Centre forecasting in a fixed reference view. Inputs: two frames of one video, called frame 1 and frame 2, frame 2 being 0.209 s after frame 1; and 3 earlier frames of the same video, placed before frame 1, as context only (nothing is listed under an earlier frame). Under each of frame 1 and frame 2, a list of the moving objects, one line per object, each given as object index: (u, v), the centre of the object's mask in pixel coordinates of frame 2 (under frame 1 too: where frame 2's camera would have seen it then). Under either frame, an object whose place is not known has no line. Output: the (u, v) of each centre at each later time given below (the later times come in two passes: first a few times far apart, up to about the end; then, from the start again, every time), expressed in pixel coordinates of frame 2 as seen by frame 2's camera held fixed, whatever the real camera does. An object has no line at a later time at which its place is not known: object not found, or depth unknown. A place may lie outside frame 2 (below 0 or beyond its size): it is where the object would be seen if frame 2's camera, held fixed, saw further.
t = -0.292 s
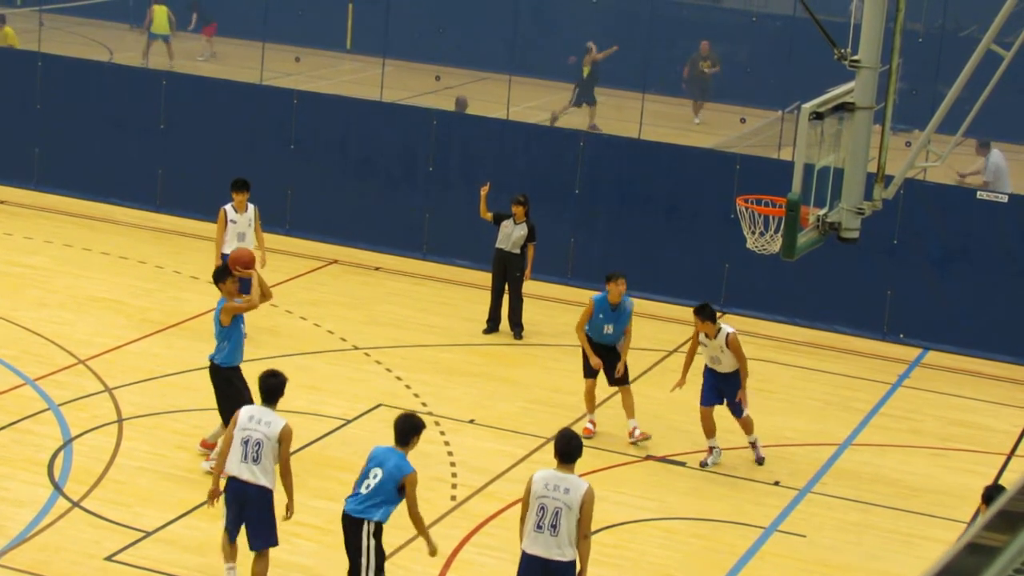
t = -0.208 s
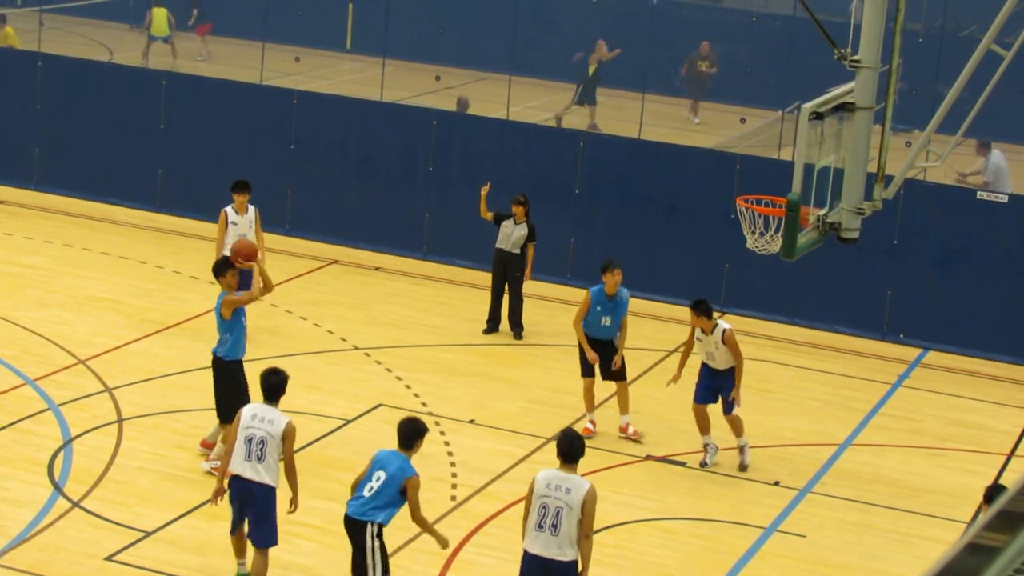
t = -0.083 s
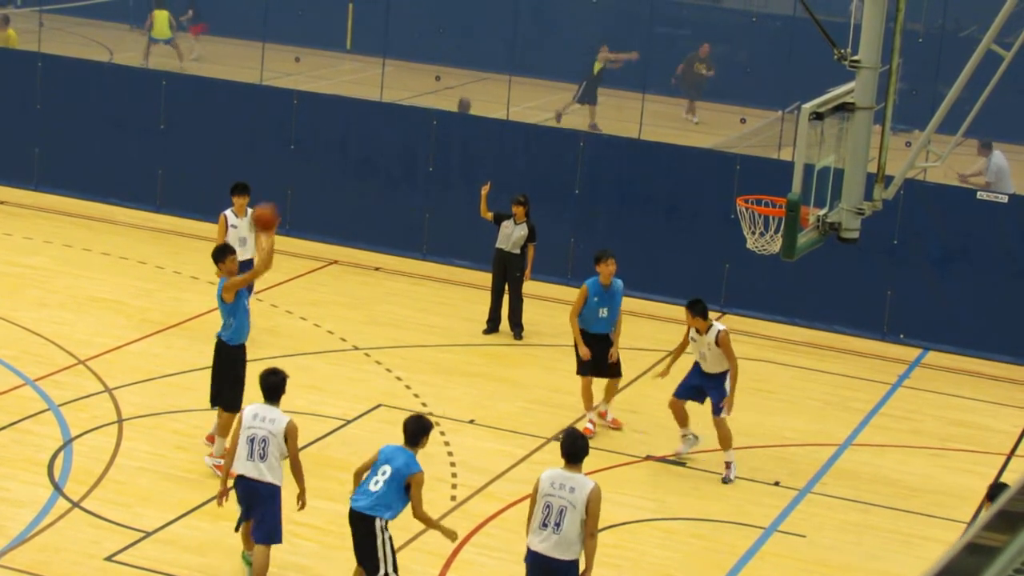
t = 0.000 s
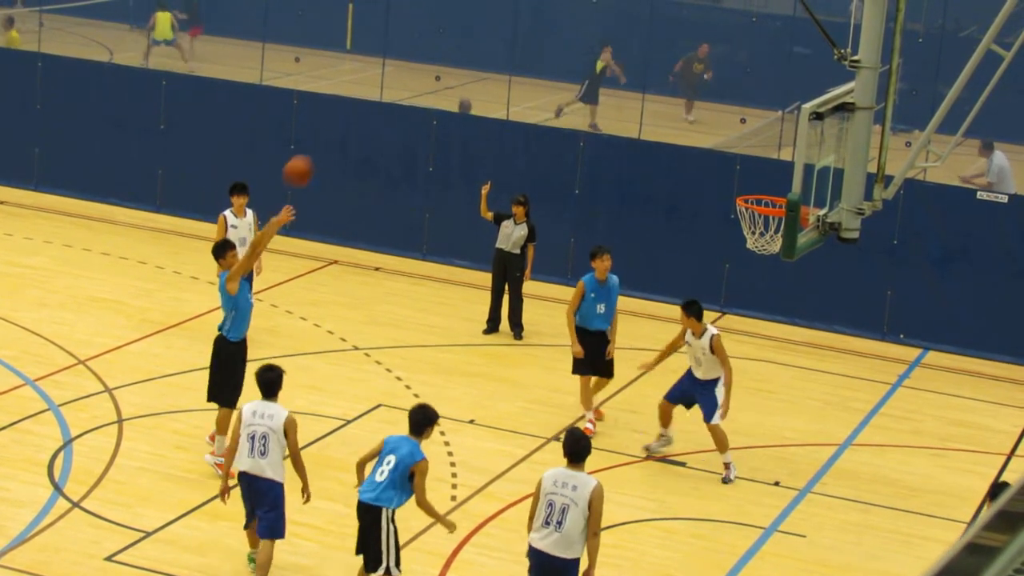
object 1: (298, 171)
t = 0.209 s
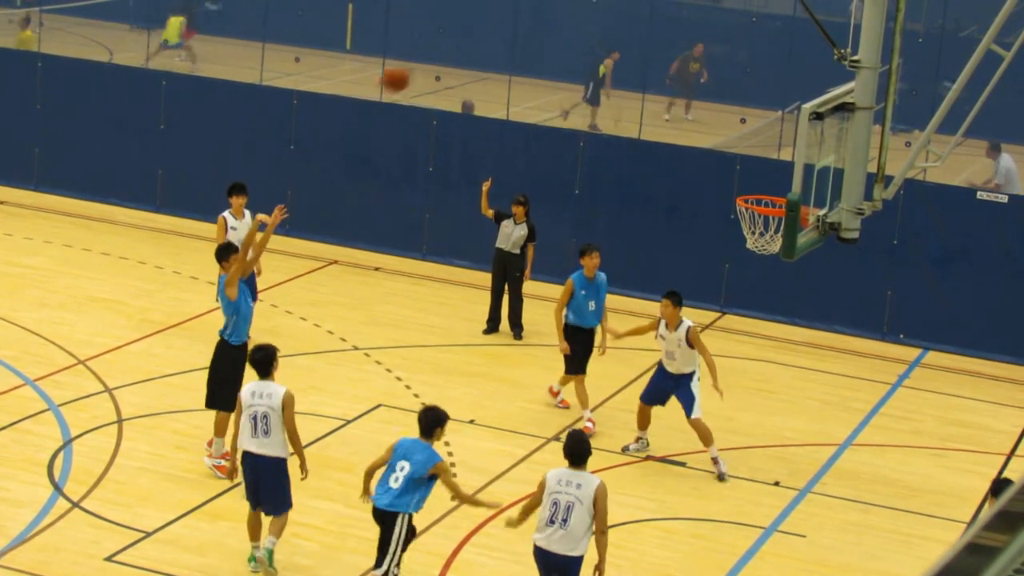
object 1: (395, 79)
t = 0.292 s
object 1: (434, 51)
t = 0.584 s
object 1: (572, 24)
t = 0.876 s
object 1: (706, 104)
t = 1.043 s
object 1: (777, 195)
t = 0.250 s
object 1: (415, 63)
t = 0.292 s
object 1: (434, 51)
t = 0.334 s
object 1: (453, 41)
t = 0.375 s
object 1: (474, 33)
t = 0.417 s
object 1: (494, 28)
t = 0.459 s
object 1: (513, 24)
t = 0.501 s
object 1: (533, 22)
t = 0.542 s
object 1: (553, 23)
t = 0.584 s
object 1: (572, 24)
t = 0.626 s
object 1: (592, 29)
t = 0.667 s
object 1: (611, 36)
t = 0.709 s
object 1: (631, 46)
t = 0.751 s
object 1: (650, 57)
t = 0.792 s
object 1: (669, 71)
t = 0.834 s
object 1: (686, 86)
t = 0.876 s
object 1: (706, 104)
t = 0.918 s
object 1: (726, 127)
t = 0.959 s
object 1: (744, 150)
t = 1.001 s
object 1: (762, 174)
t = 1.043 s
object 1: (777, 195)
